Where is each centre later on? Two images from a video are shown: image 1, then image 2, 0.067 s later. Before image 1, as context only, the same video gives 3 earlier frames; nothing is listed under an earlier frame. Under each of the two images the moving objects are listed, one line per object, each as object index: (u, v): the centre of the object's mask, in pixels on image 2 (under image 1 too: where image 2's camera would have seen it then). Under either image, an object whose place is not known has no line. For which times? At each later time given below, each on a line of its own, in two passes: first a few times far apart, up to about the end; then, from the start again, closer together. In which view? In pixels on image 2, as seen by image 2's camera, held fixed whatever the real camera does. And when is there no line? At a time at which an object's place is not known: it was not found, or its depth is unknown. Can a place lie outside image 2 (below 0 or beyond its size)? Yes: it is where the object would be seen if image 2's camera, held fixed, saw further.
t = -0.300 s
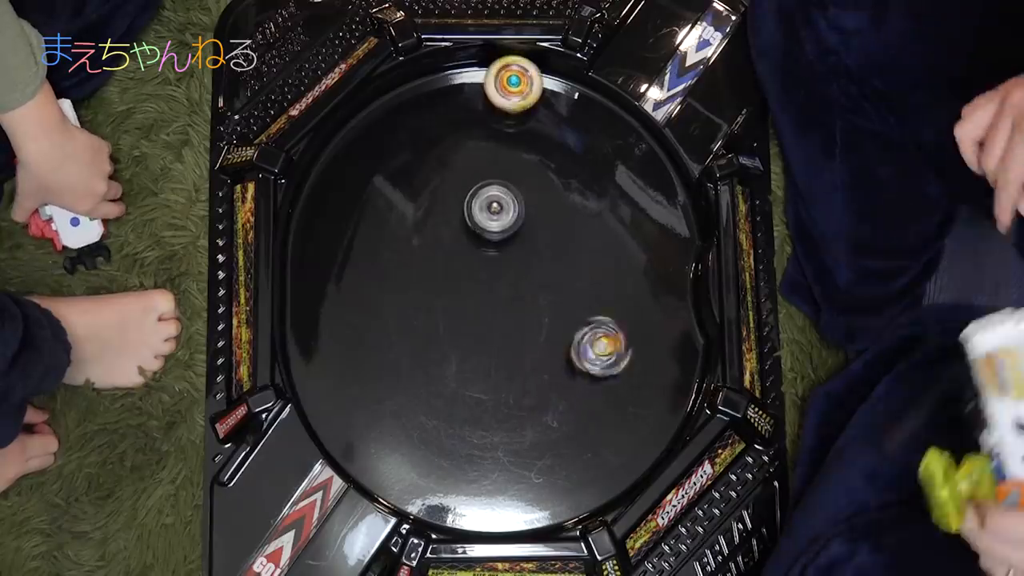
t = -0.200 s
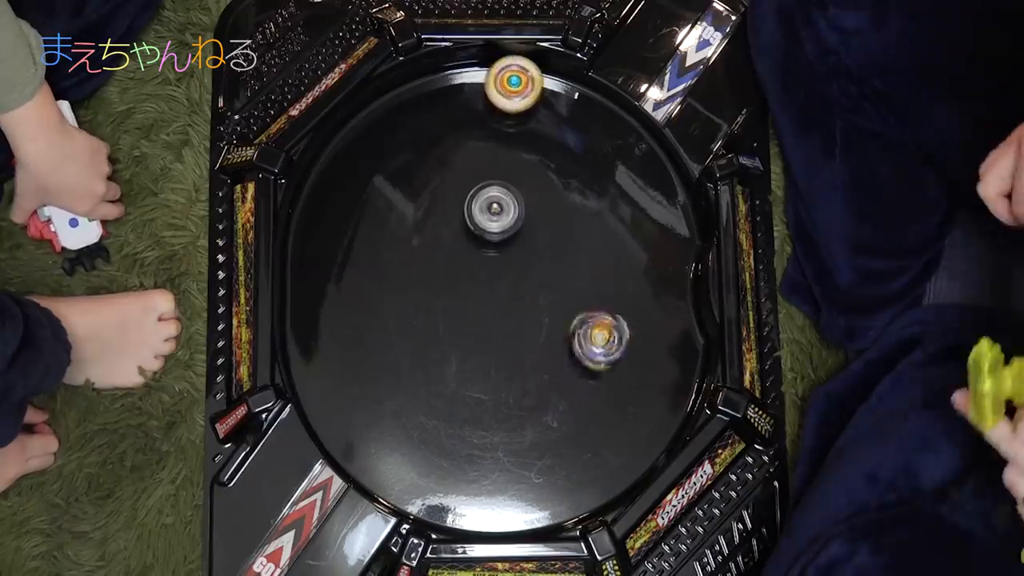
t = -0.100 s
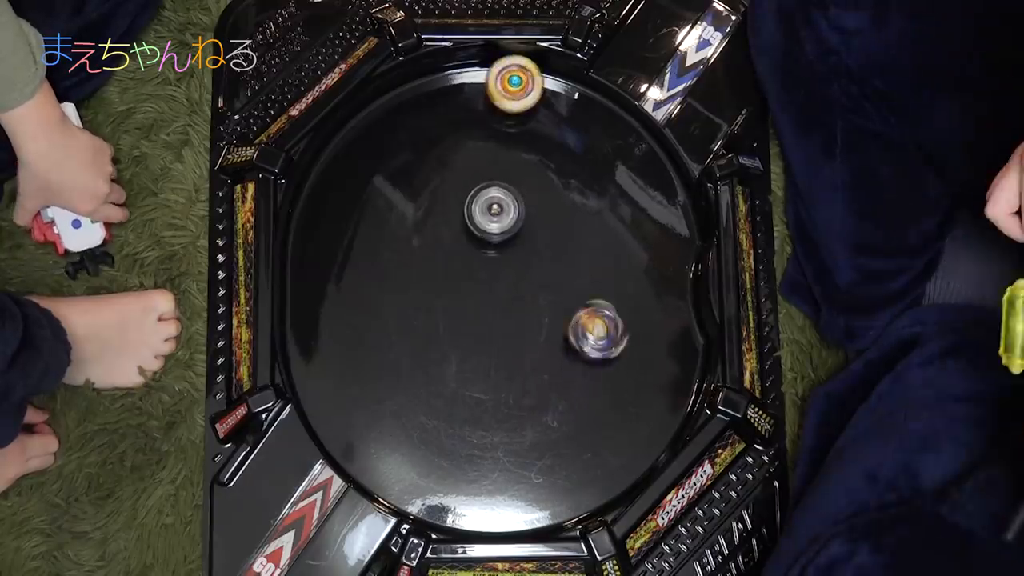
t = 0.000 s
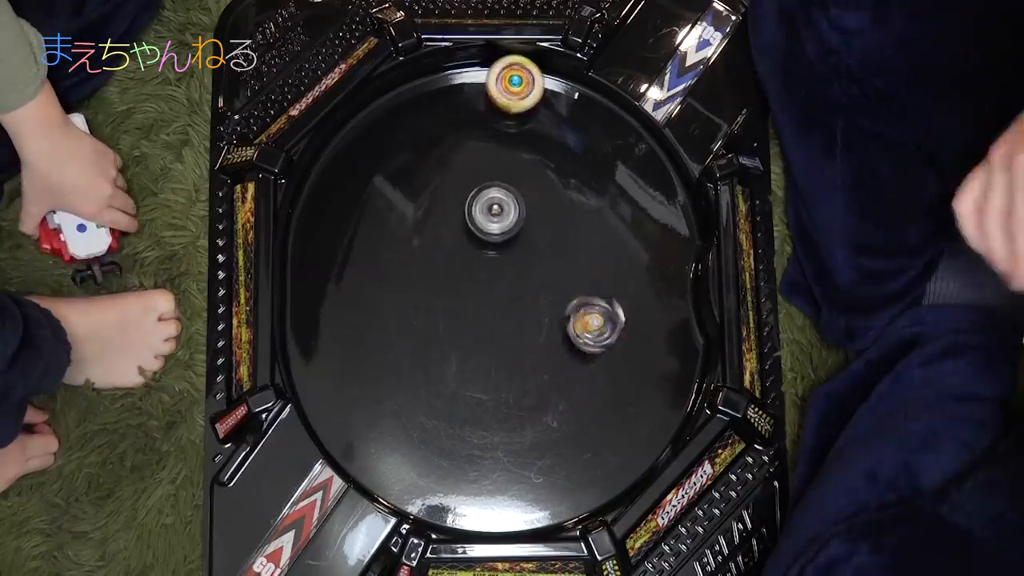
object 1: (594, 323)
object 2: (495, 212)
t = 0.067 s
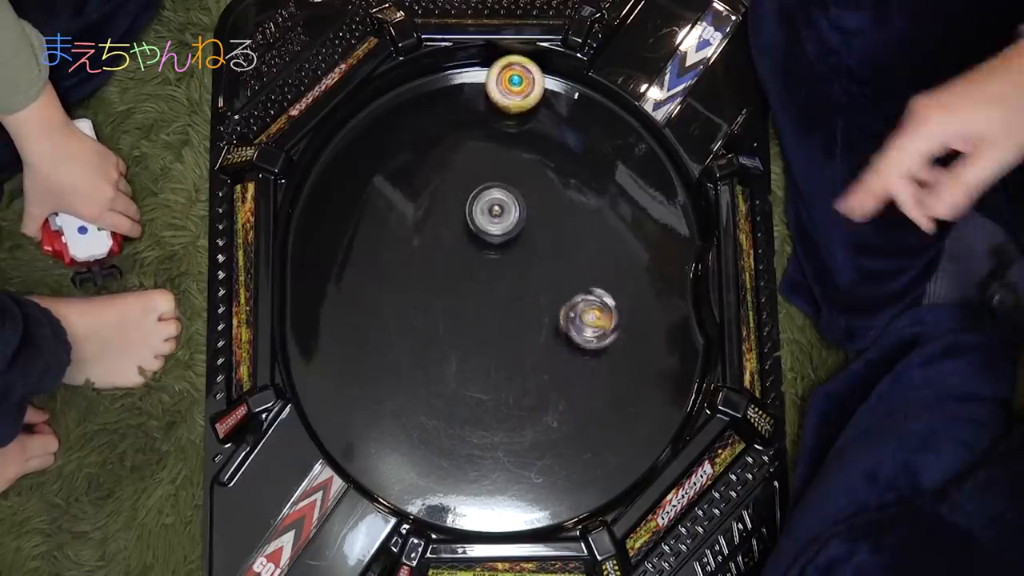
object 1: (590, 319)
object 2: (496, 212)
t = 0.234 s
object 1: (577, 309)
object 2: (496, 211)
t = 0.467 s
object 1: (554, 298)
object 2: (497, 211)
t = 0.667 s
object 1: (527, 297)
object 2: (497, 210)
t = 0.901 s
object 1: (507, 316)
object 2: (499, 209)
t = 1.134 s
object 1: (510, 334)
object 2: (499, 208)
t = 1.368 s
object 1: (518, 343)
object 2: (499, 208)
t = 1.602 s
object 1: (527, 346)
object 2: (500, 208)
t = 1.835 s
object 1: (534, 343)
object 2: (499, 208)
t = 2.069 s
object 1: (536, 335)
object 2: (499, 208)
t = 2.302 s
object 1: (533, 324)
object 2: (498, 209)
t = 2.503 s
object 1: (523, 315)
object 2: (496, 209)
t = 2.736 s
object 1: (511, 309)
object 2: (496, 210)
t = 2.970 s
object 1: (500, 304)
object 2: (496, 211)
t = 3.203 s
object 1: (488, 303)
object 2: (496, 212)
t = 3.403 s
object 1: (480, 304)
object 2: (496, 213)
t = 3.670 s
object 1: (473, 305)
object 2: (495, 212)
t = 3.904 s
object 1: (470, 303)
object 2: (495, 214)
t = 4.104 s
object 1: (466, 299)
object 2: (494, 215)
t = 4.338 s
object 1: (462, 293)
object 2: (493, 215)
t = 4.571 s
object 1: (458, 286)
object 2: (493, 215)
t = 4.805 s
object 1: (451, 277)
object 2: (493, 216)
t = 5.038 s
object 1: (444, 271)
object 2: (492, 215)
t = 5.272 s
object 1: (438, 267)
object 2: (491, 215)
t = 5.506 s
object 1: (437, 264)
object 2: (491, 215)
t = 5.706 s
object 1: (442, 260)
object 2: (490, 215)
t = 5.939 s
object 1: (441, 260)
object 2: (495, 210)
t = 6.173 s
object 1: (444, 262)
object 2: (500, 205)
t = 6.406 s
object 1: (453, 257)
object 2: (501, 203)
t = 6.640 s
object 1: (448, 249)
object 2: (509, 198)
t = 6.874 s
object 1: (441, 246)
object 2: (522, 187)
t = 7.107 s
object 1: (446, 245)
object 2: (525, 183)
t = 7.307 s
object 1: (450, 241)
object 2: (522, 183)
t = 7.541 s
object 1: (454, 239)
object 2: (516, 188)
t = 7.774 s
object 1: (459, 231)
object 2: (513, 195)
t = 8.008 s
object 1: (459, 230)
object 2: (511, 196)
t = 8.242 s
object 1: (458, 231)
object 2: (510, 194)
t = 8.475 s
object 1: (458, 230)
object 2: (508, 193)
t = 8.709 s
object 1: (457, 230)
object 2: (507, 193)
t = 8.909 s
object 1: (457, 230)
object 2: (507, 193)
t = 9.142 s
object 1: (457, 230)
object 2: (506, 193)
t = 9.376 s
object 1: (457, 230)
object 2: (506, 192)
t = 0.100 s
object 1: (588, 317)
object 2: (495, 212)
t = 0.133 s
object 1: (584, 315)
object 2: (496, 212)
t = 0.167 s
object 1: (583, 312)
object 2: (496, 212)
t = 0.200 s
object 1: (580, 312)
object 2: (496, 212)
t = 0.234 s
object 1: (577, 309)
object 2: (496, 211)
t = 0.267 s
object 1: (575, 308)
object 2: (497, 212)
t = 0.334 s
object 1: (567, 305)
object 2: (496, 211)
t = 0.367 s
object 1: (565, 303)
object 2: (497, 212)
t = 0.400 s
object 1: (562, 302)
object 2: (497, 212)
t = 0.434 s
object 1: (557, 301)
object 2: (497, 211)
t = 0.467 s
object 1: (554, 298)
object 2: (497, 211)
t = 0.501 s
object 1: (550, 298)
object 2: (497, 211)
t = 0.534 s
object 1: (545, 296)
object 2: (497, 211)
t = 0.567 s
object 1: (540, 295)
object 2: (497, 210)
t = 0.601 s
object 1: (536, 295)
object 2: (498, 210)
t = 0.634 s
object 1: (531, 296)
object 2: (497, 211)
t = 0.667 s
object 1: (527, 297)
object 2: (497, 210)
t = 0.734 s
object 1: (518, 301)
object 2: (498, 210)
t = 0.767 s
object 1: (514, 303)
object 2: (498, 209)
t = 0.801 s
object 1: (513, 306)
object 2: (498, 209)
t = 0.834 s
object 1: (510, 309)
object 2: (499, 209)
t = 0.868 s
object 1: (509, 313)
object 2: (499, 210)
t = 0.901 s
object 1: (507, 316)
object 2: (499, 209)
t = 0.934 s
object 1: (508, 319)
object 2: (499, 209)
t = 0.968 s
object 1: (508, 323)
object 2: (499, 209)
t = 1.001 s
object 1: (508, 326)
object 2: (499, 209)
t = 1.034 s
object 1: (508, 328)
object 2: (499, 208)
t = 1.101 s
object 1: (510, 333)
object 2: (499, 209)
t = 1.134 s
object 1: (510, 334)
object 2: (499, 208)
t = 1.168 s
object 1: (513, 334)
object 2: (499, 208)
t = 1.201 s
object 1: (513, 337)
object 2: (500, 208)
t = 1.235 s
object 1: (514, 337)
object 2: (500, 208)
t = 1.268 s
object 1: (515, 340)
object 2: (499, 207)
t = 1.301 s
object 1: (515, 340)
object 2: (500, 207)
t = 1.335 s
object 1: (518, 342)
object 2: (500, 208)
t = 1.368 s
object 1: (518, 343)
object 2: (499, 208)
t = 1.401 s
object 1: (520, 343)
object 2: (499, 207)
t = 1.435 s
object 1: (521, 344)
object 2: (500, 207)
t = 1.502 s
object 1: (523, 346)
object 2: (499, 208)
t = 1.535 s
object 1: (524, 346)
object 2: (499, 207)
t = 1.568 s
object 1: (526, 346)
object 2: (500, 208)
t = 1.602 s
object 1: (527, 346)
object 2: (500, 208)
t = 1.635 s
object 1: (528, 346)
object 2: (499, 208)
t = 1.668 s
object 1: (528, 346)
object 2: (499, 208)
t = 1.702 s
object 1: (530, 345)
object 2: (499, 208)
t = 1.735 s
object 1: (531, 346)
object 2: (499, 208)
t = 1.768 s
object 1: (532, 345)
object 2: (499, 208)
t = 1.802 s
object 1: (533, 345)
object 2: (499, 208)
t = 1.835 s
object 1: (534, 343)
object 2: (499, 208)
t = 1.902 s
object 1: (535, 342)
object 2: (499, 209)
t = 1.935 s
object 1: (536, 341)
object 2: (499, 208)
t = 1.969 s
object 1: (535, 339)
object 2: (499, 208)
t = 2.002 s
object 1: (538, 338)
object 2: (499, 209)
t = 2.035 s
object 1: (536, 337)
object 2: (499, 209)
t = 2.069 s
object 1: (536, 335)
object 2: (499, 208)
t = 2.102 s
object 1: (536, 334)
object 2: (499, 208)
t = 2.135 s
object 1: (536, 332)
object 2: (499, 208)
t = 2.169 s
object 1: (536, 331)
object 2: (499, 209)
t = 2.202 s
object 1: (535, 329)
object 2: (498, 208)
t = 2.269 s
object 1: (533, 326)
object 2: (498, 209)
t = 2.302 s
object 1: (533, 324)
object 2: (498, 209)
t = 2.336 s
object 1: (531, 324)
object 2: (497, 209)
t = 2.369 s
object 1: (529, 320)
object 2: (497, 209)
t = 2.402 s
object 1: (530, 319)
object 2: (497, 209)
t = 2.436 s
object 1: (527, 317)
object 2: (497, 209)
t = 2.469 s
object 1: (526, 316)
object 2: (496, 209)
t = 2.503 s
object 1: (523, 315)
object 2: (496, 209)
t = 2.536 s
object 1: (522, 313)
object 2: (496, 209)
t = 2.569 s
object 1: (520, 314)
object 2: (496, 209)
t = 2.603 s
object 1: (518, 312)
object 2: (496, 209)
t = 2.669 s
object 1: (514, 310)
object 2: (496, 209)
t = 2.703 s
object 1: (512, 309)
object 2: (496, 209)
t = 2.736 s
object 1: (511, 309)
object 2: (496, 210)
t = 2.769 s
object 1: (508, 308)
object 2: (496, 210)
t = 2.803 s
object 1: (507, 306)
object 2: (496, 210)
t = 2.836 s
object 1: (506, 307)
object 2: (496, 210)
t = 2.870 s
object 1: (504, 305)
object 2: (497, 211)
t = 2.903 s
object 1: (503, 306)
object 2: (497, 211)
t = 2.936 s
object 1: (500, 304)
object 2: (496, 211)
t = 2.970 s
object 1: (500, 304)
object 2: (496, 211)
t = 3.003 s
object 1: (497, 304)
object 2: (496, 211)
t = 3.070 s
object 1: (494, 304)
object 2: (496, 212)
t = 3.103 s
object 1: (493, 303)
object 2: (496, 212)
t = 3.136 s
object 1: (491, 303)
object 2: (496, 212)
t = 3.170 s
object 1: (489, 303)
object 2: (496, 212)
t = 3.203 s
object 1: (488, 303)
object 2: (496, 212)
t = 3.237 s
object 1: (485, 302)
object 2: (496, 213)
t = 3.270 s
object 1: (485, 302)
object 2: (495, 213)
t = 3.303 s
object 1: (483, 303)
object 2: (495, 212)
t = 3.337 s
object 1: (482, 303)
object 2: (496, 212)
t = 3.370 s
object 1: (481, 304)
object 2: (496, 212)
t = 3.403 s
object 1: (480, 304)
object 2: (496, 213)
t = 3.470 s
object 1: (478, 304)
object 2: (495, 212)
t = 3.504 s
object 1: (477, 304)
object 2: (495, 212)
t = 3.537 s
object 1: (475, 304)
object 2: (495, 212)
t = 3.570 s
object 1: (476, 304)
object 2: (495, 212)
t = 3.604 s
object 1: (475, 304)
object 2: (495, 213)
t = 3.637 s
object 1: (474, 304)
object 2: (495, 213)
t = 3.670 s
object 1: (473, 305)
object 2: (495, 212)
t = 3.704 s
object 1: (473, 304)
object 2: (495, 212)
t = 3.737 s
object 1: (473, 304)
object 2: (495, 213)
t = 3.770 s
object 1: (472, 304)
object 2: (495, 214)
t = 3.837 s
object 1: (470, 303)
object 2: (494, 214)
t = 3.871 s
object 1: (470, 302)
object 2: (495, 214)
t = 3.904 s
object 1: (470, 303)
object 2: (495, 214)
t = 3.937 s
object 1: (468, 302)
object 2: (495, 214)
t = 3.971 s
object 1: (469, 302)
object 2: (495, 215)
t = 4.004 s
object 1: (467, 300)
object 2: (494, 215)
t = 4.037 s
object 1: (468, 300)
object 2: (494, 215)
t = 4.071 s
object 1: (466, 300)
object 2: (494, 215)
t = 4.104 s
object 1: (466, 299)
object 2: (494, 215)
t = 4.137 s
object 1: (465, 299)
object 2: (494, 215)
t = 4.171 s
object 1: (465, 297)
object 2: (493, 215)
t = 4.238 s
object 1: (463, 296)
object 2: (493, 215)
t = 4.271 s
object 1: (463, 295)
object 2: (493, 215)
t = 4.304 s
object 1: (462, 295)
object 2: (493, 215)
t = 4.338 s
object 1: (462, 293)
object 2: (493, 215)
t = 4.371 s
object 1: (462, 293)
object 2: (493, 216)
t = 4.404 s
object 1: (460, 292)
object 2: (493, 216)
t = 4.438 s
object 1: (461, 291)
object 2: (492, 216)
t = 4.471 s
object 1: (459, 290)
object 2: (492, 215)
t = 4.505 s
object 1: (459, 288)
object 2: (493, 215)
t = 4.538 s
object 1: (459, 288)
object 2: (494, 215)
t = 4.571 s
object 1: (458, 286)
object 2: (493, 215)
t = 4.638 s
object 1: (455, 283)
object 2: (493, 216)
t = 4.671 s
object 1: (456, 282)
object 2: (492, 215)
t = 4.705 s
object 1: (454, 281)
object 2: (493, 215)
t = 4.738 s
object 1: (453, 280)
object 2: (493, 215)
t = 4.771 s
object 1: (452, 279)
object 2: (493, 216)
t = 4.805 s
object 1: (451, 277)
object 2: (493, 216)
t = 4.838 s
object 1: (451, 276)
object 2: (493, 216)
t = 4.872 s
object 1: (449, 276)
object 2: (492, 216)
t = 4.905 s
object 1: (448, 275)
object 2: (492, 215)
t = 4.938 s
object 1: (447, 275)
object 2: (492, 215)
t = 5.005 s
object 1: (446, 272)
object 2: (493, 215)
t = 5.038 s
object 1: (444, 271)
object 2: (492, 215)
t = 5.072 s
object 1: (443, 271)
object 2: (492, 215)
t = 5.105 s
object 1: (442, 270)
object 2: (492, 215)
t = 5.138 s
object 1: (442, 268)
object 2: (492, 215)
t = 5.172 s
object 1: (441, 268)
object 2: (491, 215)
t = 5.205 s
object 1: (440, 267)
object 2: (491, 215)
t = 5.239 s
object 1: (440, 268)
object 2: (492, 215)
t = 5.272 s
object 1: (438, 267)
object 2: (491, 215)
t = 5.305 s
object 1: (438, 266)
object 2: (491, 215)
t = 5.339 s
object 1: (437, 266)
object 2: (491, 215)
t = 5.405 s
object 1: (437, 265)
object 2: (490, 215)
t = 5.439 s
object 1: (436, 265)
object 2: (491, 215)
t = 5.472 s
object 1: (437, 264)
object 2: (491, 215)
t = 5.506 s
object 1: (437, 264)
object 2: (491, 215)
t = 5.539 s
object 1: (438, 264)
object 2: (491, 215)
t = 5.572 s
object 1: (438, 264)
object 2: (491, 215)
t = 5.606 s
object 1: (439, 263)
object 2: (490, 215)
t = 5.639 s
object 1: (440, 262)
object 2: (490, 215)
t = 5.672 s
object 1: (441, 261)
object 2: (490, 215)
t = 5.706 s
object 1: (442, 260)
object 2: (490, 215)
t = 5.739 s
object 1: (444, 260)
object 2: (490, 215)
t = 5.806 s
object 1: (445, 257)
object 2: (491, 214)
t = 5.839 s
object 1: (443, 258)
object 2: (492, 213)
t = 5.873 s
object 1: (442, 258)
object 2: (493, 212)
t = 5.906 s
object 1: (443, 259)
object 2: (494, 211)
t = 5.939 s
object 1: (441, 260)
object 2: (495, 210)
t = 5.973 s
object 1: (440, 260)
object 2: (496, 209)
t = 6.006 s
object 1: (441, 260)
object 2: (497, 208)
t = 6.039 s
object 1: (441, 260)
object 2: (498, 207)
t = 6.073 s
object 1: (442, 261)
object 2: (498, 207)
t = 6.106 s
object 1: (443, 262)
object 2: (499, 206)
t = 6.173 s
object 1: (444, 262)
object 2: (500, 205)
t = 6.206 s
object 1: (445, 261)
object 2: (500, 205)
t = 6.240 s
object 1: (447, 260)
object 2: (500, 204)
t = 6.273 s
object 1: (449, 261)
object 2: (500, 204)
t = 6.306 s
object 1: (449, 260)
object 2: (500, 204)
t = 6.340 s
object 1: (451, 259)
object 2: (500, 203)
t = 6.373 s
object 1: (452, 258)
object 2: (501, 203)
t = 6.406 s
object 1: (453, 257)
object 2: (501, 203)
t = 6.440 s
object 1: (454, 255)
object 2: (501, 203)
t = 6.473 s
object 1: (457, 254)
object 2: (501, 203)
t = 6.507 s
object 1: (457, 253)
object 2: (502, 203)
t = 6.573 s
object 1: (457, 248)
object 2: (502, 203)
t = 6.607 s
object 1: (452, 250)
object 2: (506, 200)
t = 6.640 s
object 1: (448, 249)
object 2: (509, 198)
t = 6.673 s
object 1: (446, 250)
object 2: (512, 196)
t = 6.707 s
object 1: (447, 248)
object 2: (514, 194)
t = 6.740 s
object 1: (447, 247)
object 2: (516, 192)
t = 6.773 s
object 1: (446, 249)
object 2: (518, 191)
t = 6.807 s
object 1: (444, 247)
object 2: (519, 189)
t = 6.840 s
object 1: (443, 247)
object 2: (521, 188)
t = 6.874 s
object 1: (441, 246)
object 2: (522, 187)
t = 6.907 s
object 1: (439, 245)
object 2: (524, 185)
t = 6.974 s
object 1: (435, 242)
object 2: (525, 184)
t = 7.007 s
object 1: (436, 243)
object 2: (525, 184)
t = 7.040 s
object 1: (438, 243)
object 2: (525, 183)
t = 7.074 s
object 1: (442, 243)
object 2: (525, 183)
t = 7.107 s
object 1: (446, 245)
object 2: (525, 183)
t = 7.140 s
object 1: (449, 248)
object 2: (525, 182)
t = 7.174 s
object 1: (447, 251)
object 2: (525, 182)
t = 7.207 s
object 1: (443, 249)
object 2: (524, 182)
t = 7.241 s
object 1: (443, 245)
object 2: (523, 183)
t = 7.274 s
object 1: (447, 243)
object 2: (523, 183)
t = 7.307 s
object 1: (450, 241)
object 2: (522, 183)
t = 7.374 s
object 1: (456, 241)
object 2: (521, 184)
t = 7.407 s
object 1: (457, 243)
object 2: (520, 184)
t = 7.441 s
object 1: (455, 244)
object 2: (520, 185)
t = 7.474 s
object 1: (455, 243)
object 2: (519, 186)
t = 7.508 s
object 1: (454, 242)
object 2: (517, 187)
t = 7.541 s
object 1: (454, 239)
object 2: (516, 188)
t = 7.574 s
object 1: (454, 237)
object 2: (515, 190)
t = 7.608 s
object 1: (454, 236)
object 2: (515, 190)
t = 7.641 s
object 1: (456, 234)
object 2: (514, 192)
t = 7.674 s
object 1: (459, 233)
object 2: (512, 193)
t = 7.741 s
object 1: (460, 232)
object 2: (512, 195)
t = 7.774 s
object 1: (459, 231)
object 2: (513, 195)
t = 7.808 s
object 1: (459, 231)
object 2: (514, 196)
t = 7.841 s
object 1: (458, 231)
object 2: (514, 196)
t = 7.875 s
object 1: (458, 230)
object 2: (513, 196)
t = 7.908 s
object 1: (458, 230)
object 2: (513, 196)
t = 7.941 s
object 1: (458, 230)
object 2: (512, 196)
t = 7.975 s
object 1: (459, 230)
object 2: (511, 196)
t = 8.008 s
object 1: (459, 230)
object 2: (511, 196)
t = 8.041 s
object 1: (459, 230)
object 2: (510, 195)
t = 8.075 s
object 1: (458, 231)
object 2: (510, 195)
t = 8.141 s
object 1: (457, 230)
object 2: (510, 195)
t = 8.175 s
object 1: (457, 230)
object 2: (510, 195)
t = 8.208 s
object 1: (457, 230)
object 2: (510, 194)
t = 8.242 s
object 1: (458, 231)
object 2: (510, 194)
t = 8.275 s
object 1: (458, 230)
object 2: (510, 194)
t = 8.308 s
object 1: (458, 230)
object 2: (509, 193)
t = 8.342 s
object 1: (458, 230)
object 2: (509, 193)
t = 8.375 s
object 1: (458, 230)
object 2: (509, 193)
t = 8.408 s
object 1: (458, 230)
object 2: (508, 193)
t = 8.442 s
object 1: (458, 230)
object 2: (508, 193)
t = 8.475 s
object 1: (458, 230)
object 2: (508, 193)
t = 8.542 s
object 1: (458, 231)
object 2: (508, 193)
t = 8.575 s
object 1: (458, 230)
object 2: (508, 193)
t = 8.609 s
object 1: (458, 230)
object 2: (507, 193)
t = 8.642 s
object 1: (458, 231)
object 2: (507, 193)
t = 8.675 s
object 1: (458, 230)
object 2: (507, 193)
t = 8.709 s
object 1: (457, 230)
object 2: (507, 193)
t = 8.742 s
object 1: (457, 230)
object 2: (507, 193)
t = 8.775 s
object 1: (457, 230)
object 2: (507, 193)
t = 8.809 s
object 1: (458, 230)
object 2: (507, 193)
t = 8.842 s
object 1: (458, 231)
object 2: (507, 193)
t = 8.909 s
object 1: (457, 230)
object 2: (507, 193)
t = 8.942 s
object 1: (458, 230)
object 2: (507, 193)
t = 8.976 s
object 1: (457, 230)
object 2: (507, 192)
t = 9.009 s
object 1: (457, 230)
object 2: (507, 192)
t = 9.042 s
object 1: (457, 230)
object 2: (506, 193)
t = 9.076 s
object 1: (457, 231)
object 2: (506, 193)
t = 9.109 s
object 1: (457, 230)
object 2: (506, 192)
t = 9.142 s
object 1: (457, 230)
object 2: (506, 193)
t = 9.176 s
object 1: (457, 230)
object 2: (506, 193)
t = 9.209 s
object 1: (457, 230)
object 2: (506, 192)
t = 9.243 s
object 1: (457, 230)
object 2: (506, 192)
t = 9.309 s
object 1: (457, 230)
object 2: (506, 193)
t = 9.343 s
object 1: (457, 230)
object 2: (506, 192)
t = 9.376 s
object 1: (457, 230)
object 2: (506, 192)
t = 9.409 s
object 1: (457, 230)
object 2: (506, 192)
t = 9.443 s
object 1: (457, 230)
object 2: (506, 192)
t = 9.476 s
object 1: (457, 230)
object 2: (506, 193)
